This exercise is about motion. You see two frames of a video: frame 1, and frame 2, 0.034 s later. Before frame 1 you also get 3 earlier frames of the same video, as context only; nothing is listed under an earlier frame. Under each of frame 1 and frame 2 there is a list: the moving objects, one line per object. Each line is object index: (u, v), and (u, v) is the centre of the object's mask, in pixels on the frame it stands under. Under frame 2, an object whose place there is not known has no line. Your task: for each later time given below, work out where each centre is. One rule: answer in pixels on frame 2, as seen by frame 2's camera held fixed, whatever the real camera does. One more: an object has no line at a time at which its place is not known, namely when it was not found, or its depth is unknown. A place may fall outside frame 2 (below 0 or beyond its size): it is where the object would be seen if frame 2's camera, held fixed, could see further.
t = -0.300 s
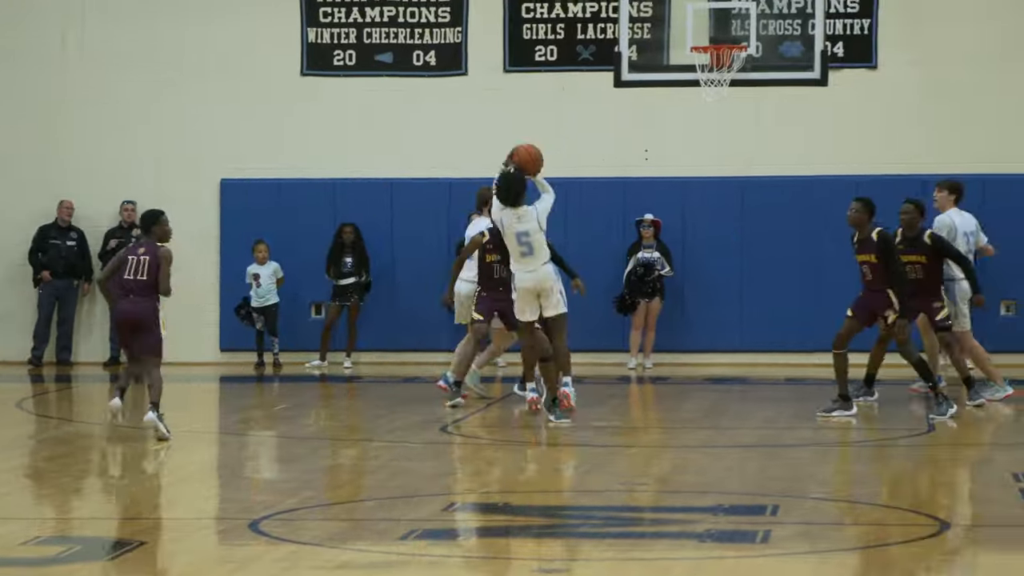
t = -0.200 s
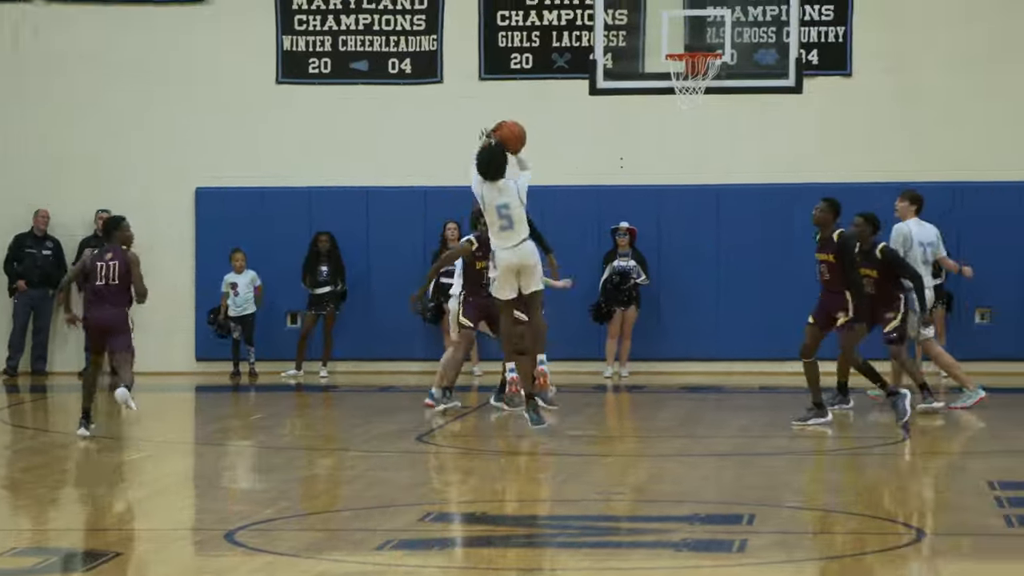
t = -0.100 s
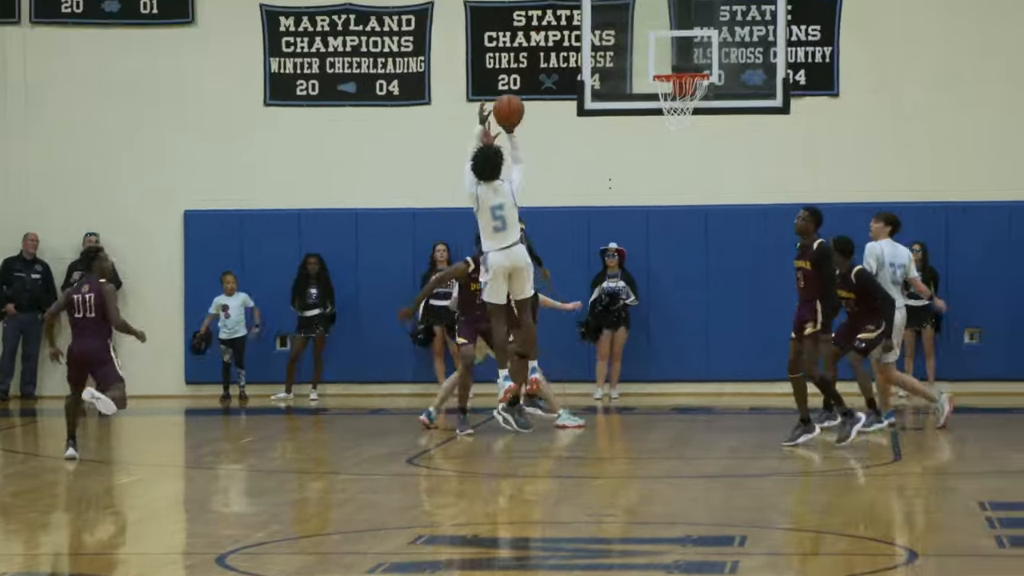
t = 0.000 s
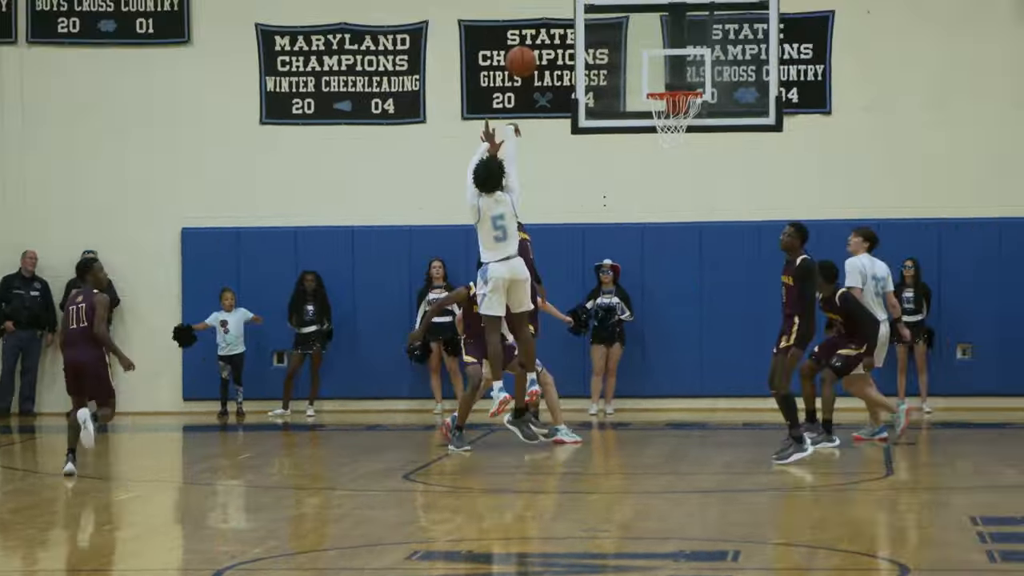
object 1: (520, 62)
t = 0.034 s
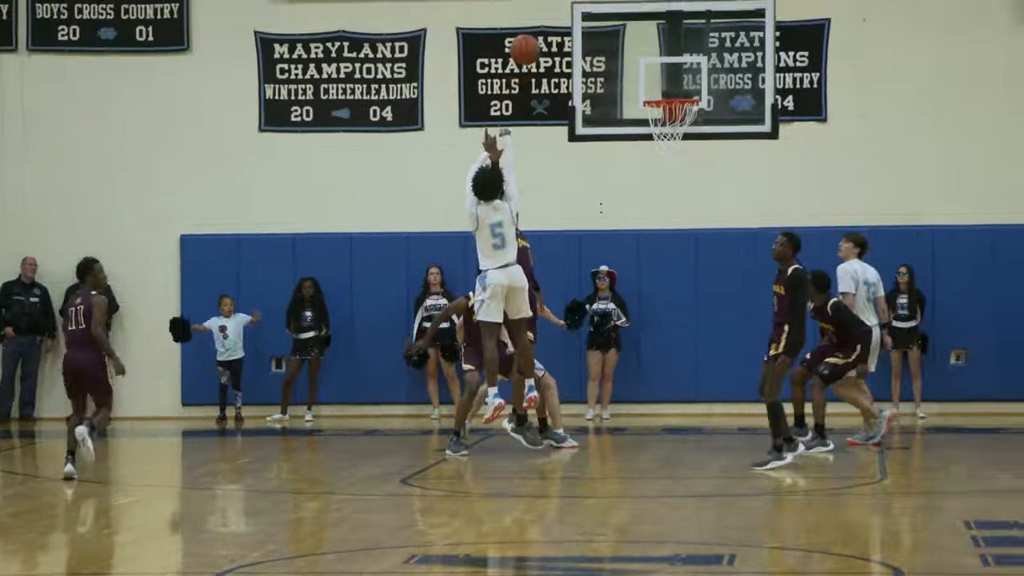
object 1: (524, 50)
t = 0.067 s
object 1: (531, 32)
